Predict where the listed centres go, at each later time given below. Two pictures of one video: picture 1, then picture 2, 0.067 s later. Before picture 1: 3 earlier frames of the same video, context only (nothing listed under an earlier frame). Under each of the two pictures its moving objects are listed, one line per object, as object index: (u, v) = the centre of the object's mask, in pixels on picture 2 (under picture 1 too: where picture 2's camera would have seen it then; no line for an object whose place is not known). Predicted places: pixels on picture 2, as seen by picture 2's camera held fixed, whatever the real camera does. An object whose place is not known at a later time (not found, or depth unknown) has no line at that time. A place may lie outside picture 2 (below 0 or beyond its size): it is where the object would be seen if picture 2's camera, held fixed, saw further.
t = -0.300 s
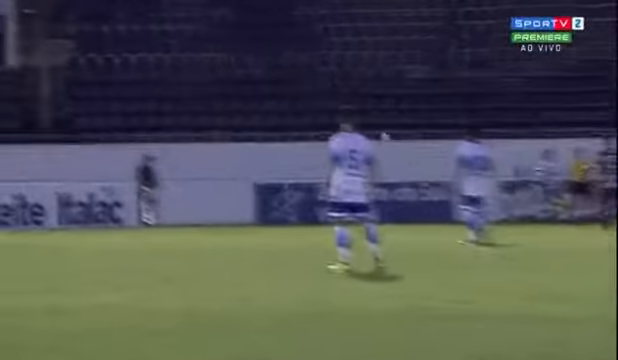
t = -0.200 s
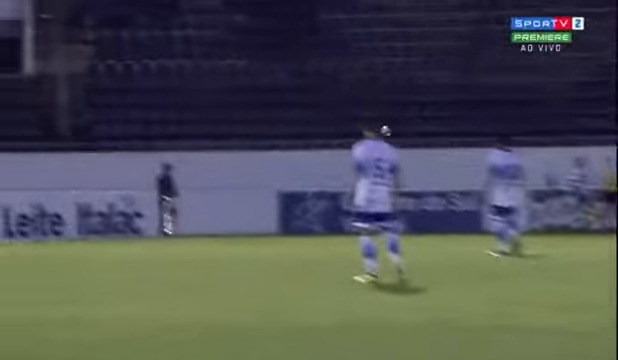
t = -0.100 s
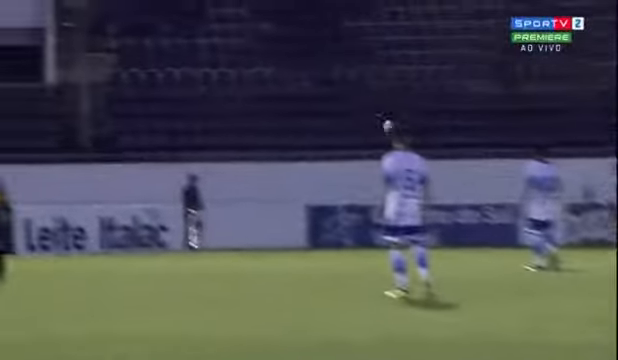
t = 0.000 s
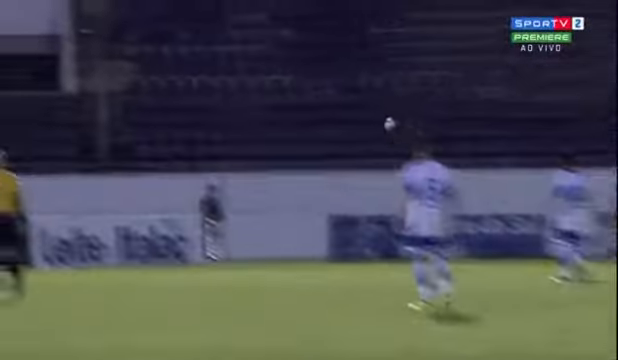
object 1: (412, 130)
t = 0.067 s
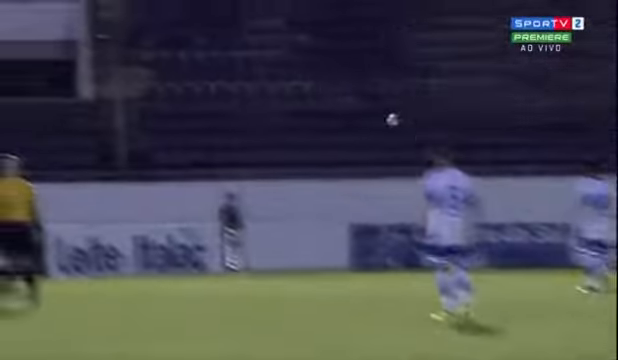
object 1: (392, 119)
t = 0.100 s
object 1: (385, 116)
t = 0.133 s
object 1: (375, 110)
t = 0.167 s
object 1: (365, 105)
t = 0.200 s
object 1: (346, 98)
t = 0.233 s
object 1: (346, 95)
